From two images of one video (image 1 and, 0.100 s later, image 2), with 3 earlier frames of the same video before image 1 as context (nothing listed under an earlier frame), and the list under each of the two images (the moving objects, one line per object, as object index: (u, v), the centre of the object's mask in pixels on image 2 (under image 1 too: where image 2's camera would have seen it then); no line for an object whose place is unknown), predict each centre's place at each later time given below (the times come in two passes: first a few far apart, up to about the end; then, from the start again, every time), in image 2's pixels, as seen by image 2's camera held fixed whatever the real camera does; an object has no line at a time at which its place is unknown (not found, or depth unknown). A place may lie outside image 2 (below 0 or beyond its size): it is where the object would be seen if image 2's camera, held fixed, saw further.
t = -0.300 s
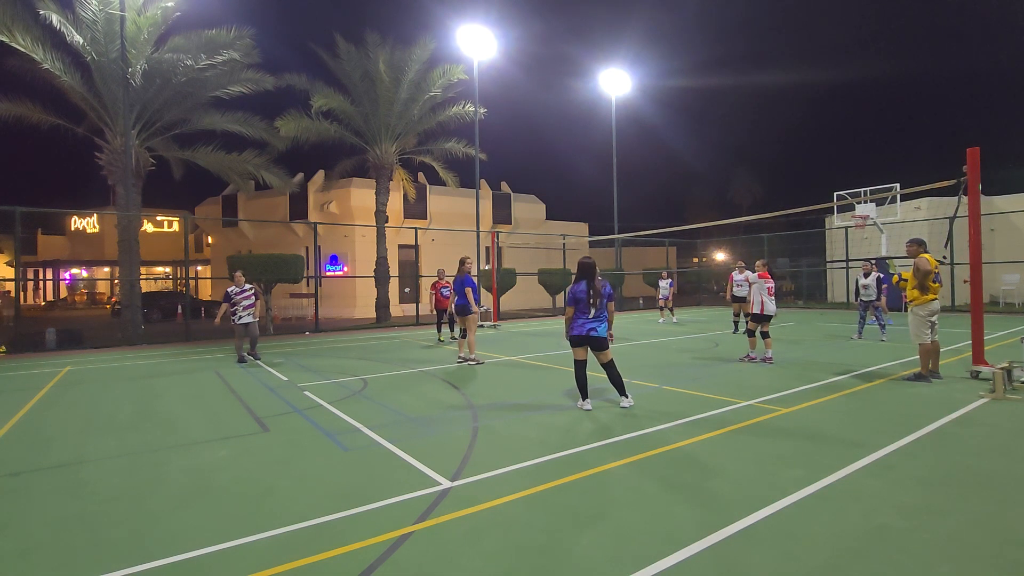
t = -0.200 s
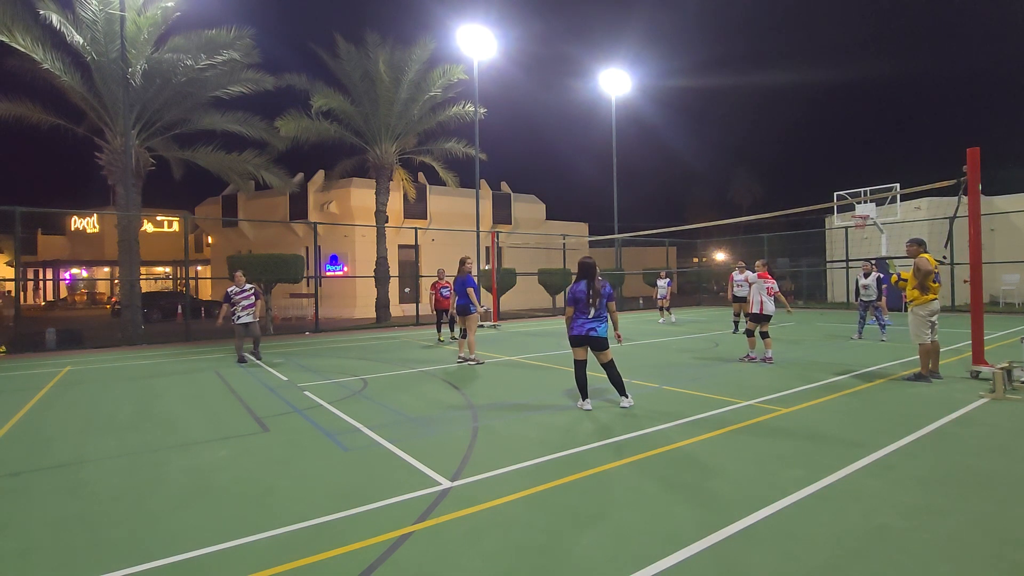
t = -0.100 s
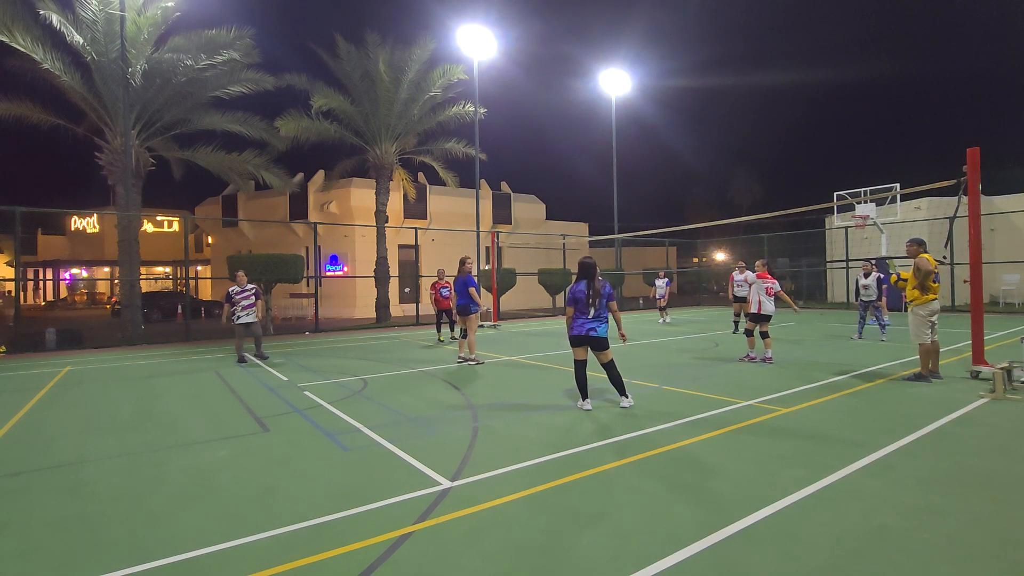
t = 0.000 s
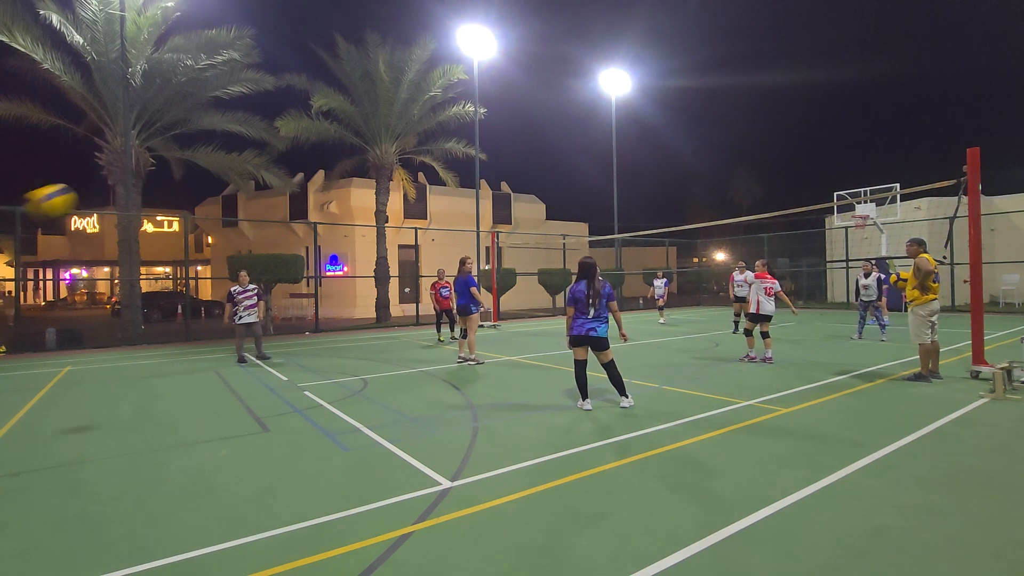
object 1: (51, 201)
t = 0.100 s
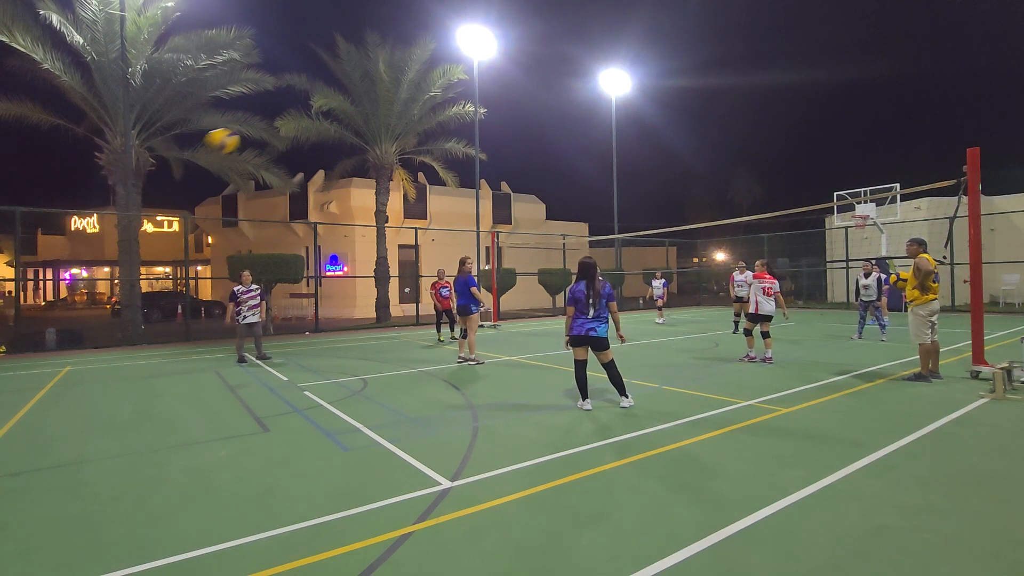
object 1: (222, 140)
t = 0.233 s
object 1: (357, 107)
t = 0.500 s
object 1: (502, 108)
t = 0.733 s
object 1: (571, 137)
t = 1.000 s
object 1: (621, 186)
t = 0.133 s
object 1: (264, 129)
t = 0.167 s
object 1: (298, 118)
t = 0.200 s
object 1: (330, 113)
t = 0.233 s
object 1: (357, 107)
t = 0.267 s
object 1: (383, 104)
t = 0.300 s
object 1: (405, 101)
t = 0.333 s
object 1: (425, 100)
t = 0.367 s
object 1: (443, 100)
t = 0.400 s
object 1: (459, 101)
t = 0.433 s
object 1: (475, 102)
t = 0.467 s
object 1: (488, 105)
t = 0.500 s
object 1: (502, 108)
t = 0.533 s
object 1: (513, 111)
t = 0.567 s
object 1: (525, 114)
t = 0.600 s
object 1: (535, 118)
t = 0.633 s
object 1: (545, 122)
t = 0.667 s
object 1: (554, 127)
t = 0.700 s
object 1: (563, 132)
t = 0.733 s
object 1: (571, 137)
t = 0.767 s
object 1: (578, 142)
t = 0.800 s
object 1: (586, 148)
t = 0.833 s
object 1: (592, 154)
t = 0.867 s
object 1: (599, 160)
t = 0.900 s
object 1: (605, 166)
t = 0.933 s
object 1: (611, 173)
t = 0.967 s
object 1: (617, 179)
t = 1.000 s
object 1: (621, 186)
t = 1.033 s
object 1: (626, 193)
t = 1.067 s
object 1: (631, 200)
